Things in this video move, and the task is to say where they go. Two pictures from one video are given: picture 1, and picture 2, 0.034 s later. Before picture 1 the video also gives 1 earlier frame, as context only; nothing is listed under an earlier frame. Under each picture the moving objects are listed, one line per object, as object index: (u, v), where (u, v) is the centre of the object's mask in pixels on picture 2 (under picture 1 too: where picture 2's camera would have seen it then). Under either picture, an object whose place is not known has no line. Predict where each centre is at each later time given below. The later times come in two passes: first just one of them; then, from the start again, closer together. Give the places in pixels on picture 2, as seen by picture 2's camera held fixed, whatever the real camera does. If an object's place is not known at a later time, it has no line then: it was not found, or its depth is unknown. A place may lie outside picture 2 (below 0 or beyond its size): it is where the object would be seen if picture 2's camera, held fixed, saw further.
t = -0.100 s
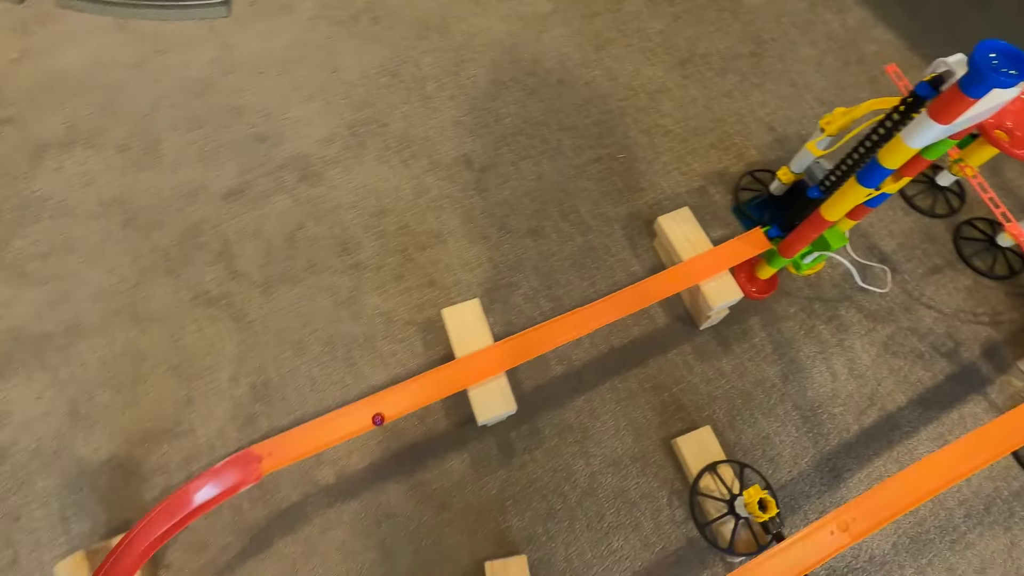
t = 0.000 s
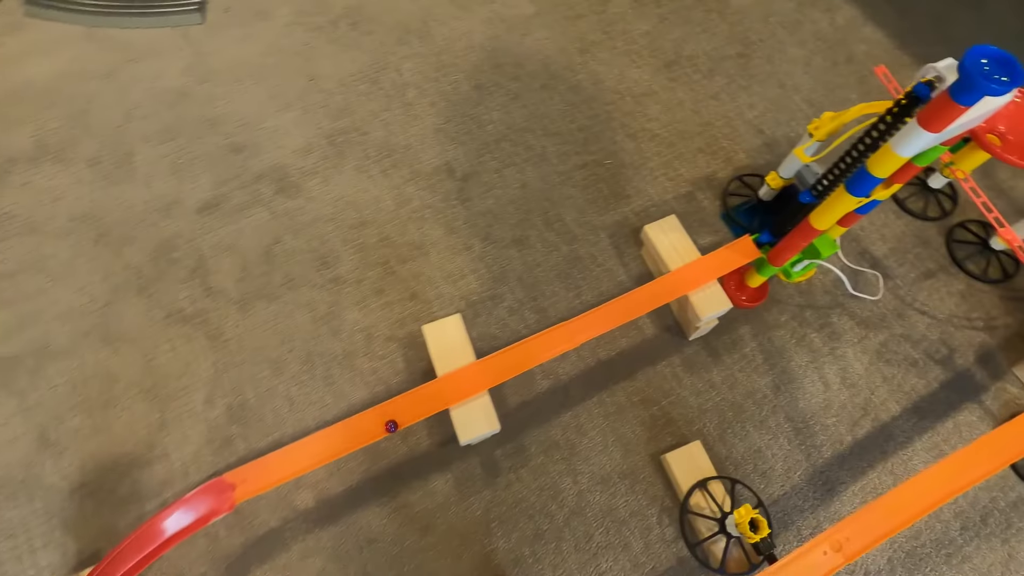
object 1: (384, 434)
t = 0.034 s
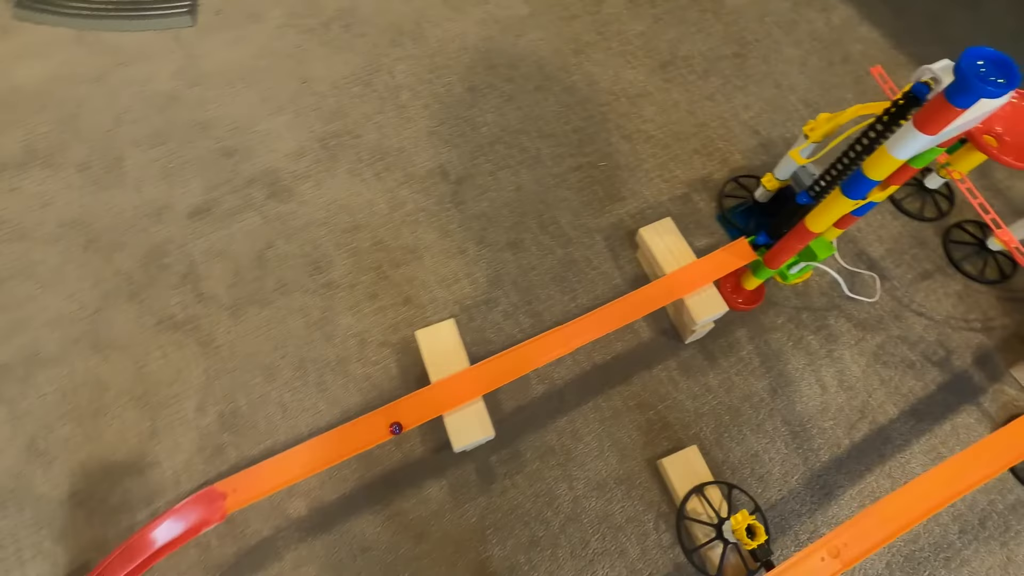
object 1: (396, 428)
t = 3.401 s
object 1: (452, 401)
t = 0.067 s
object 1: (407, 423)
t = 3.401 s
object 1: (452, 401)
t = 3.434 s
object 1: (447, 403)
